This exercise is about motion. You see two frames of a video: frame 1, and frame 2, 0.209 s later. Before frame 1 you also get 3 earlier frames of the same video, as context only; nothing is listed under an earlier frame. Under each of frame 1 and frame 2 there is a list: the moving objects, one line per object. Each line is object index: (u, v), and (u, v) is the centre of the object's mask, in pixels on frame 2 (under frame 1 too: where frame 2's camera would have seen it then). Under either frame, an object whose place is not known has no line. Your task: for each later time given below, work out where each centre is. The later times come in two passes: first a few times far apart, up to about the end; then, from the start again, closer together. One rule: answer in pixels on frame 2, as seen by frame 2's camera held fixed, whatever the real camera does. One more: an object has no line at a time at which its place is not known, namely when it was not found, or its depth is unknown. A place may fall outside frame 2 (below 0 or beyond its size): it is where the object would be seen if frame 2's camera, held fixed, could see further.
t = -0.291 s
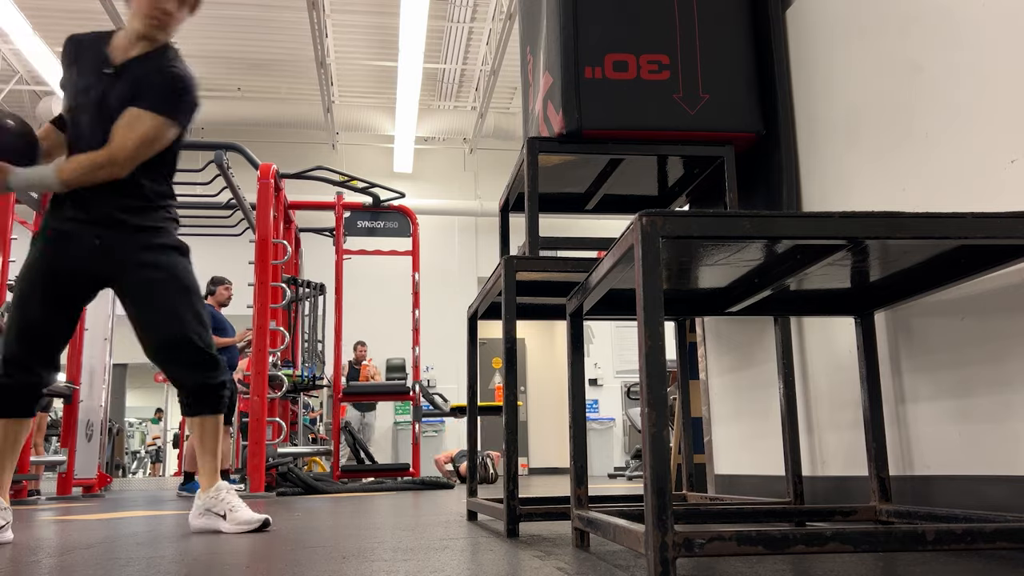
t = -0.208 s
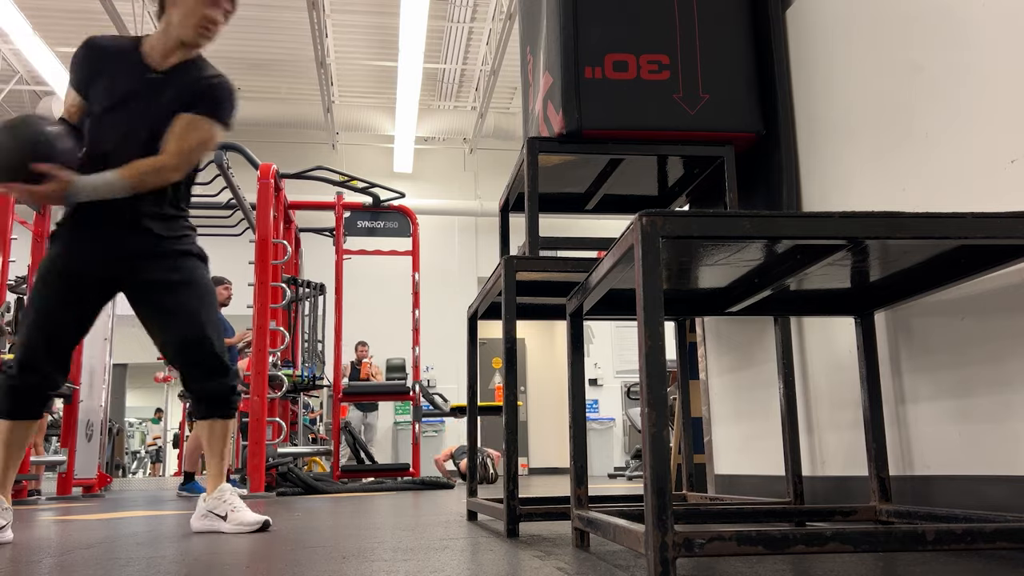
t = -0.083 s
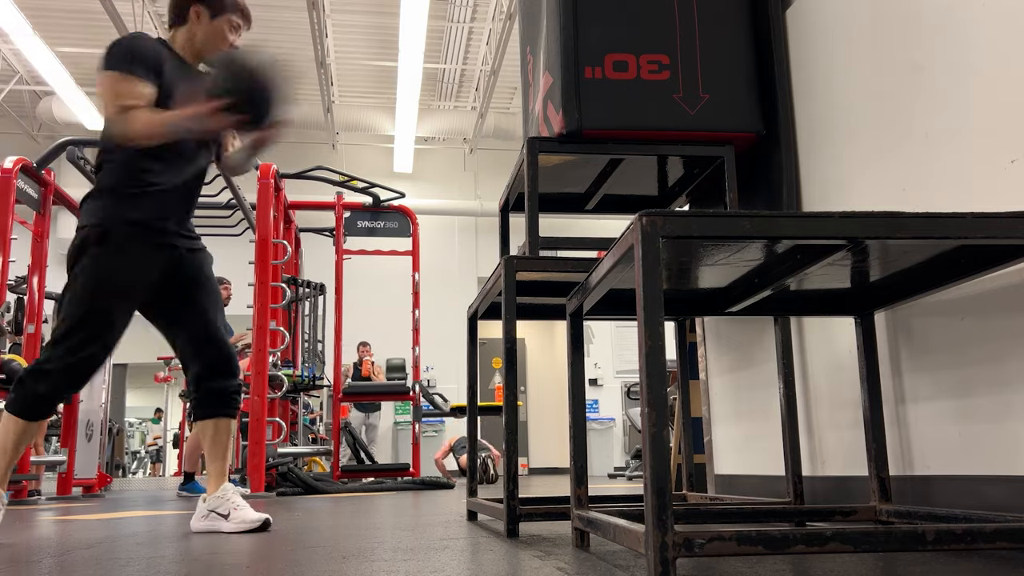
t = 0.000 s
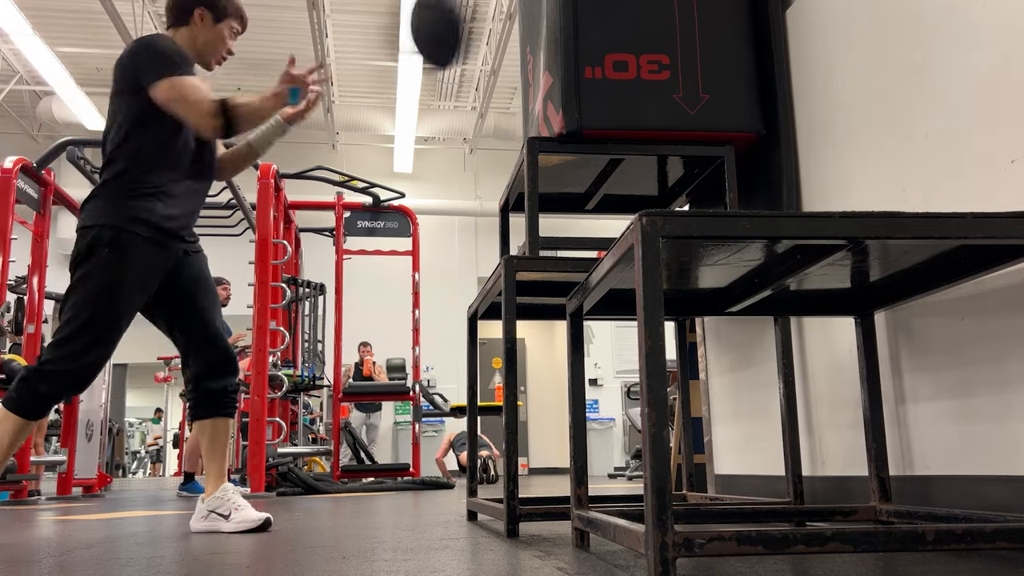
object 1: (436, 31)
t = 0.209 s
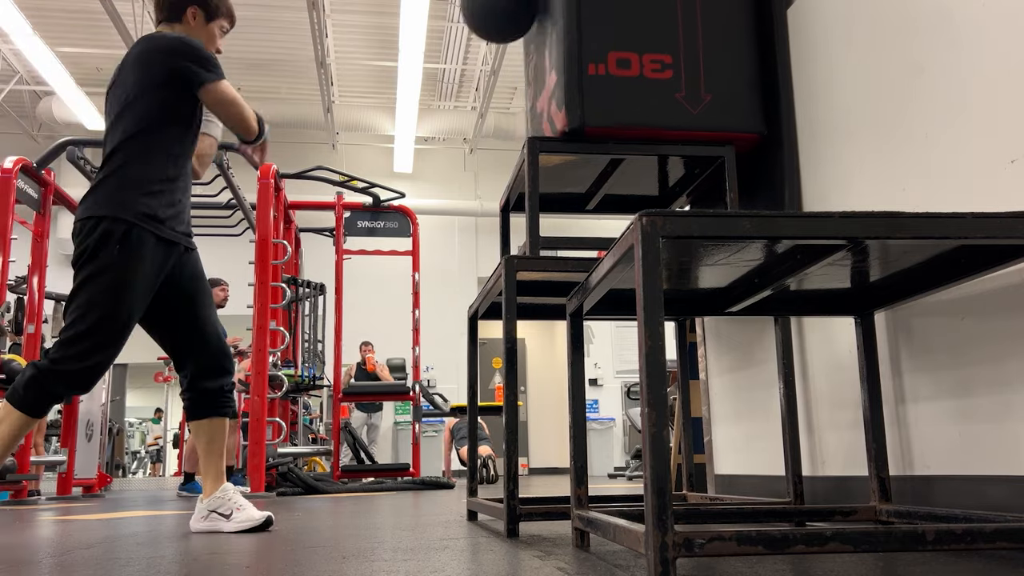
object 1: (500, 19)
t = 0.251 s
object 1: (492, 23)
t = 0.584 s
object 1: (435, 297)
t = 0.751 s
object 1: (402, 484)
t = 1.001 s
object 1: (384, 487)
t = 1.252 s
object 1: (386, 488)
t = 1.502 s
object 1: (387, 487)
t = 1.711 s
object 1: (387, 488)
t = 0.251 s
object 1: (492, 23)
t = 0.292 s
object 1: (484, 31)
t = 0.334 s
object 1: (477, 50)
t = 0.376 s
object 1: (469, 77)
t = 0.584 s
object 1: (435, 297)
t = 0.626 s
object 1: (426, 359)
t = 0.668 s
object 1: (418, 429)
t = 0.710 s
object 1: (407, 496)
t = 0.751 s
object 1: (402, 484)
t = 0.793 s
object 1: (398, 474)
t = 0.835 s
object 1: (394, 471)
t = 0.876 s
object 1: (389, 474)
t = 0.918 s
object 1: (385, 484)
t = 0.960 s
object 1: (383, 489)
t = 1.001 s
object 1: (384, 487)
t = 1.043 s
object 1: (384, 487)
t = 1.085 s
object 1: (384, 488)
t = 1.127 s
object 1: (384, 488)
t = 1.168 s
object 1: (385, 488)
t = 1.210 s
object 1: (386, 488)
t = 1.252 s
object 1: (386, 488)
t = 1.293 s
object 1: (386, 487)
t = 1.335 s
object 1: (387, 488)
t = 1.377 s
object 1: (387, 487)
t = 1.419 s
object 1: (387, 487)
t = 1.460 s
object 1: (387, 488)
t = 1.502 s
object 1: (387, 487)
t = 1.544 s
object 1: (387, 488)
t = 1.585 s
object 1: (387, 487)
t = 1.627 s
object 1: (387, 487)
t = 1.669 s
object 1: (387, 488)
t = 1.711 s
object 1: (387, 488)
